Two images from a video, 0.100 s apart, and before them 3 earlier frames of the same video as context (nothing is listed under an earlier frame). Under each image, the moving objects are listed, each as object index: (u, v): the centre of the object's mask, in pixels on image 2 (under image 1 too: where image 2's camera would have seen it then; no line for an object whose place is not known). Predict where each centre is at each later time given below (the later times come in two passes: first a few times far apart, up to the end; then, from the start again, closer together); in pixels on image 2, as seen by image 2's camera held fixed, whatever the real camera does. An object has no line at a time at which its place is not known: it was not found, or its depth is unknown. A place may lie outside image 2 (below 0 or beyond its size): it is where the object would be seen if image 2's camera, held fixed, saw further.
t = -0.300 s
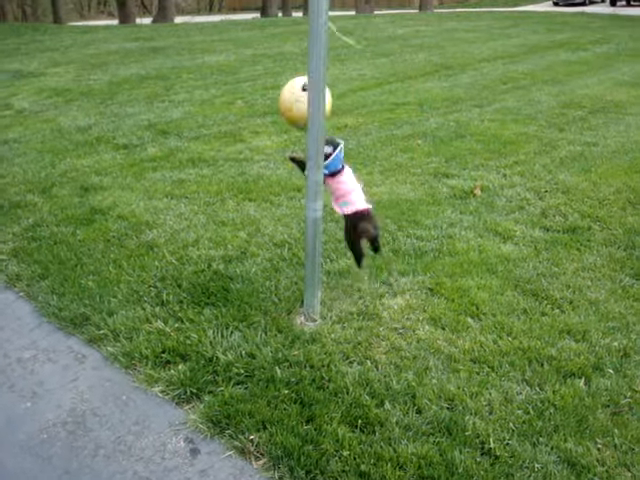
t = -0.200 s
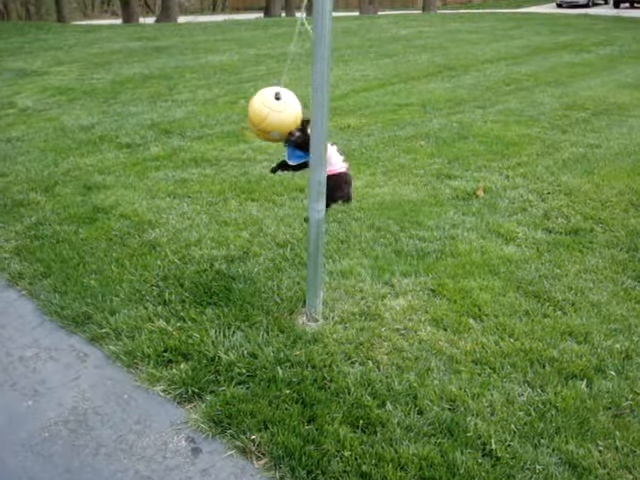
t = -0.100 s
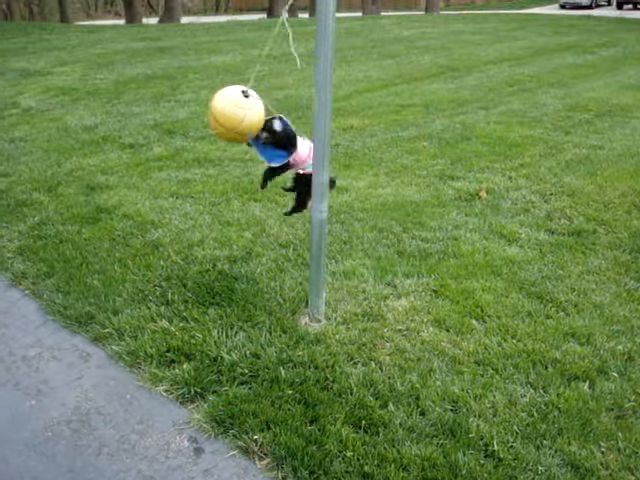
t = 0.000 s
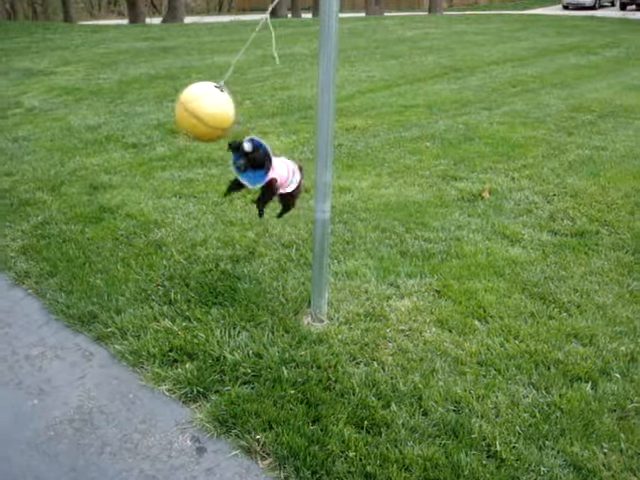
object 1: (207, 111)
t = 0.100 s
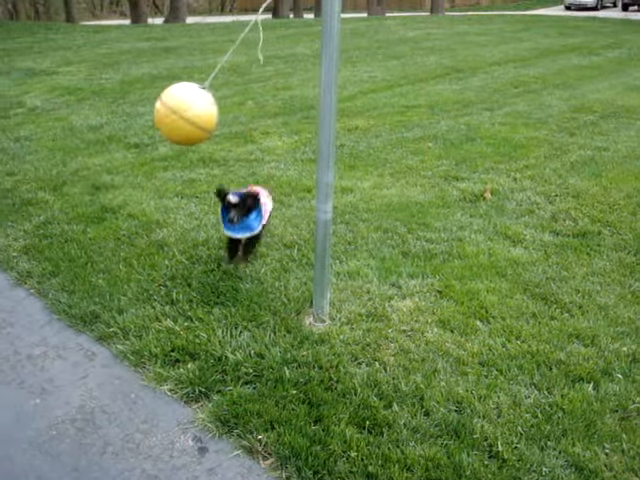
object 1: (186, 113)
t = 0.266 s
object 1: (188, 130)
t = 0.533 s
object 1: (304, 169)
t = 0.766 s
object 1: (416, 148)
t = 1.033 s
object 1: (417, 105)
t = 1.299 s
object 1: (338, 120)
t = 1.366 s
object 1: (302, 127)
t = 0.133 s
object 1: (182, 116)
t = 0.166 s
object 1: (180, 118)
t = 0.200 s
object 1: (181, 121)
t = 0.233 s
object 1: (183, 125)
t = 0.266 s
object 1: (188, 130)
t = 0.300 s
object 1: (196, 135)
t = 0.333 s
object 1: (206, 141)
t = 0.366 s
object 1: (218, 147)
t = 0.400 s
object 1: (233, 153)
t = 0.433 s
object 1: (249, 159)
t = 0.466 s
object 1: (267, 163)
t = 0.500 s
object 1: (286, 166)
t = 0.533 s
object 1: (304, 169)
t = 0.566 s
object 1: (325, 171)
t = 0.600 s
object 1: (344, 170)
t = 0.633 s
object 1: (361, 168)
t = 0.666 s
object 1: (379, 165)
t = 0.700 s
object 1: (394, 160)
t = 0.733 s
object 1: (406, 155)
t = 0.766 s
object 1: (416, 148)
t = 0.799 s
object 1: (424, 141)
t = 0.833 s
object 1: (429, 134)
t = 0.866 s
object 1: (432, 127)
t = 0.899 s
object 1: (433, 121)
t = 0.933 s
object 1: (431, 115)
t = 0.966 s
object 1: (428, 111)
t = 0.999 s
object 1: (423, 107)
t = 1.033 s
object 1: (417, 105)
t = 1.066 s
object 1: (410, 104)
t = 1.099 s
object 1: (401, 104)
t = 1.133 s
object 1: (391, 105)
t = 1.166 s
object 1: (381, 107)
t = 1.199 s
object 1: (369, 110)
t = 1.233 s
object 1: (360, 113)
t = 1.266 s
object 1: (353, 117)
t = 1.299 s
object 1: (338, 120)
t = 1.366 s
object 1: (302, 127)
